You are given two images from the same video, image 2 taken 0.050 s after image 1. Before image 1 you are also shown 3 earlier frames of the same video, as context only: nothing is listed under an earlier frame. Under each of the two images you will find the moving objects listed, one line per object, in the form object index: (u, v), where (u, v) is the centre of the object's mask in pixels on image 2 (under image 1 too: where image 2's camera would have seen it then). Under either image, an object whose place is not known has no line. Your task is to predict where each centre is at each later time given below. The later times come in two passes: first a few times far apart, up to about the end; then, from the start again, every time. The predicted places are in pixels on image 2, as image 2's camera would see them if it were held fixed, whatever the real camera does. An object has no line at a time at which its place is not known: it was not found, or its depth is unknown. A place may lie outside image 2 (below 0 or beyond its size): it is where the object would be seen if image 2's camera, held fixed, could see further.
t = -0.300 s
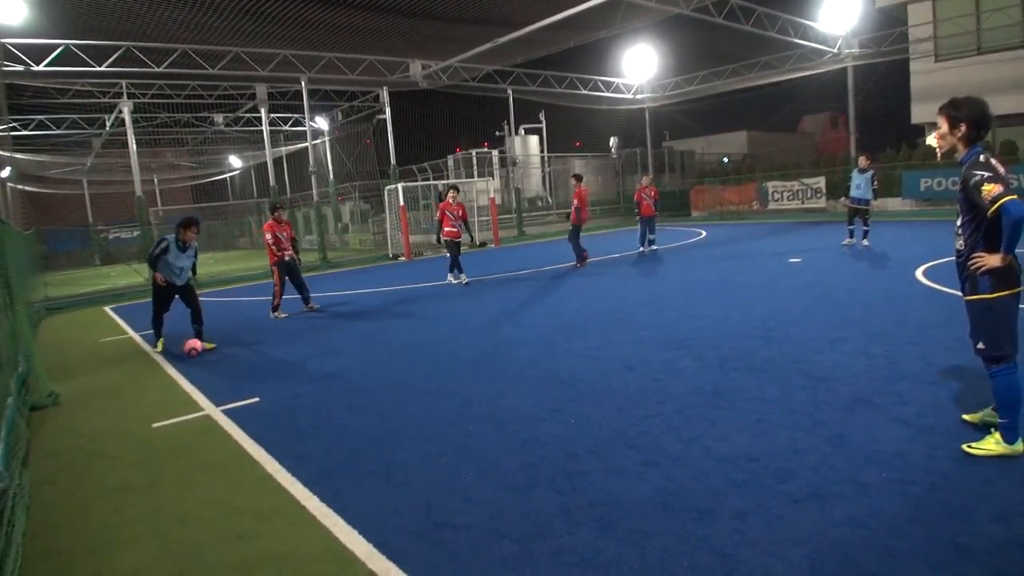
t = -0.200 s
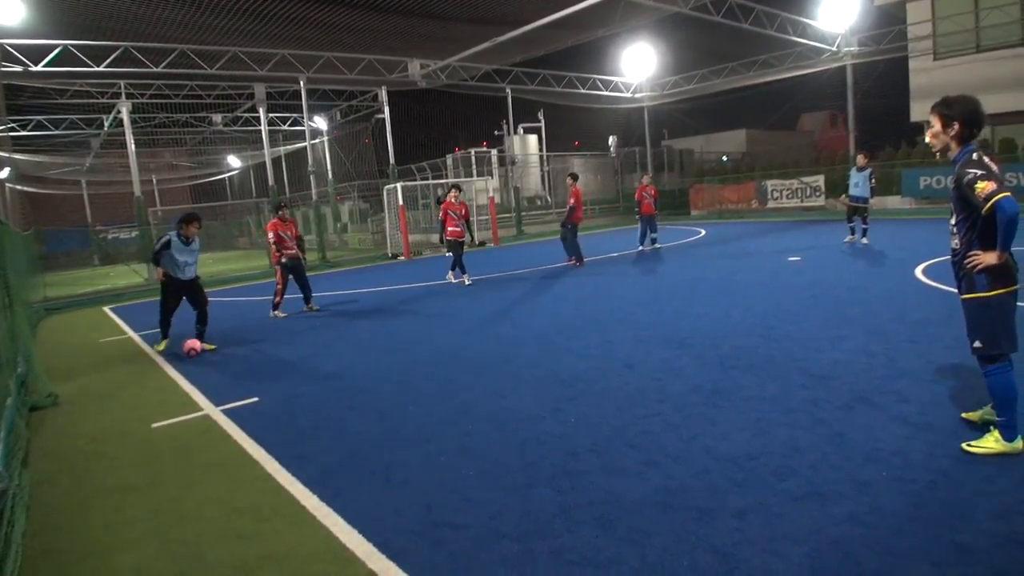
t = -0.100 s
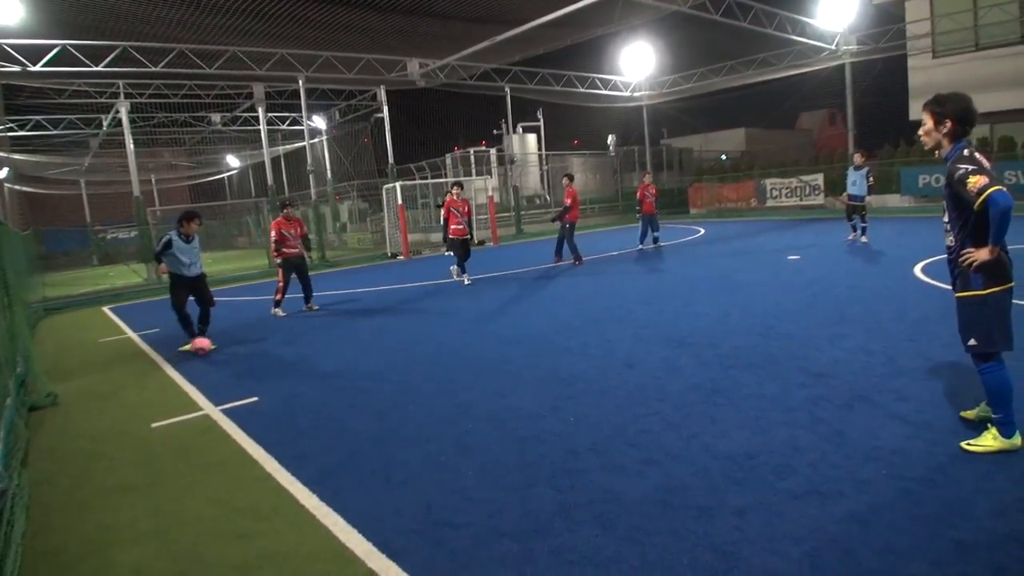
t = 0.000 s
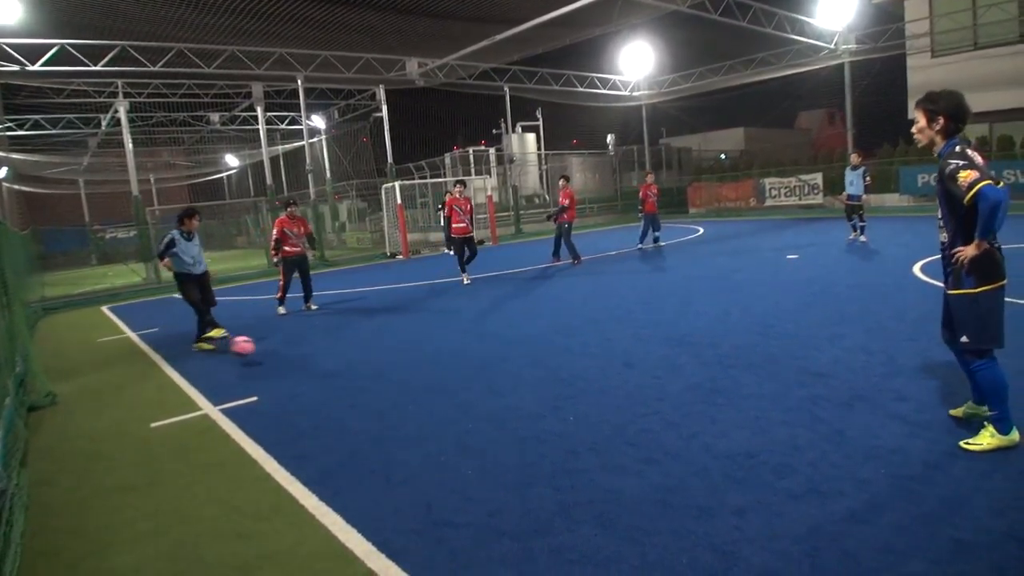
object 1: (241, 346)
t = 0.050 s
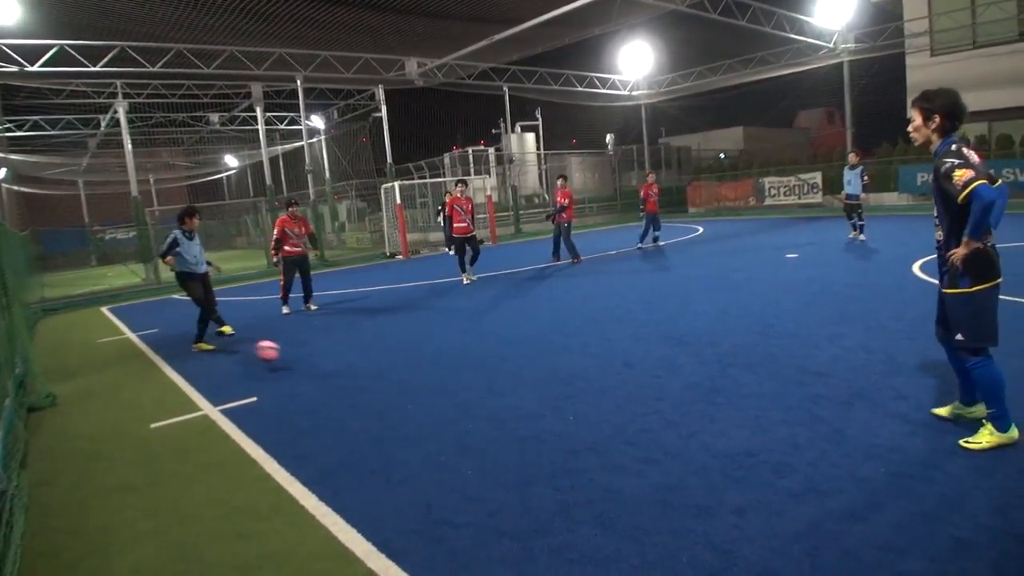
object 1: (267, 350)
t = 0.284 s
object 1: (411, 374)
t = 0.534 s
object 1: (614, 407)
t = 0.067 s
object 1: (276, 352)
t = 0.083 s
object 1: (286, 355)
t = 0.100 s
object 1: (296, 358)
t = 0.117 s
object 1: (306, 361)
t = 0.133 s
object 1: (316, 364)
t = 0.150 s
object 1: (327, 367)
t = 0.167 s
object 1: (337, 367)
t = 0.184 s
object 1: (346, 367)
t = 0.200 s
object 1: (356, 367)
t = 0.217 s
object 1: (366, 368)
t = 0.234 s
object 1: (377, 370)
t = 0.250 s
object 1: (388, 371)
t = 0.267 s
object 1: (399, 373)
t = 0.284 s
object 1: (411, 374)
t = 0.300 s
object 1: (424, 377)
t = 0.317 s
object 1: (436, 381)
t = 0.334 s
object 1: (449, 384)
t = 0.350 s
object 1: (461, 385)
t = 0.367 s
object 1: (473, 386)
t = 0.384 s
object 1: (485, 387)
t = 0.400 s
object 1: (499, 389)
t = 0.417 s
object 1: (511, 390)
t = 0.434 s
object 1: (526, 394)
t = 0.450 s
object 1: (541, 397)
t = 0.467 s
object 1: (555, 400)
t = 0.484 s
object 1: (569, 401)
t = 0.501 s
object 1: (584, 402)
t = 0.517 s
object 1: (599, 404)
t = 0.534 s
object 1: (614, 407)
